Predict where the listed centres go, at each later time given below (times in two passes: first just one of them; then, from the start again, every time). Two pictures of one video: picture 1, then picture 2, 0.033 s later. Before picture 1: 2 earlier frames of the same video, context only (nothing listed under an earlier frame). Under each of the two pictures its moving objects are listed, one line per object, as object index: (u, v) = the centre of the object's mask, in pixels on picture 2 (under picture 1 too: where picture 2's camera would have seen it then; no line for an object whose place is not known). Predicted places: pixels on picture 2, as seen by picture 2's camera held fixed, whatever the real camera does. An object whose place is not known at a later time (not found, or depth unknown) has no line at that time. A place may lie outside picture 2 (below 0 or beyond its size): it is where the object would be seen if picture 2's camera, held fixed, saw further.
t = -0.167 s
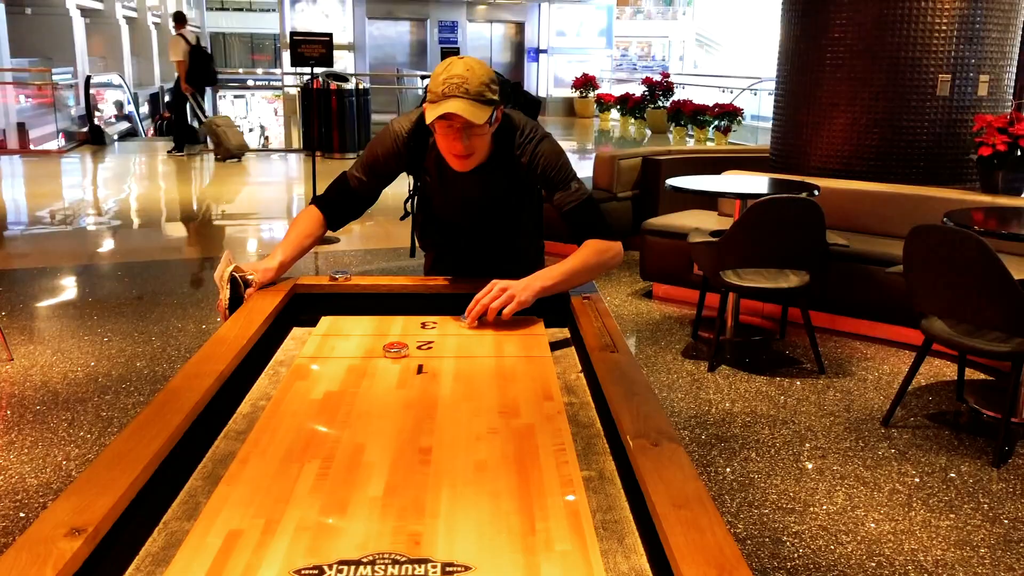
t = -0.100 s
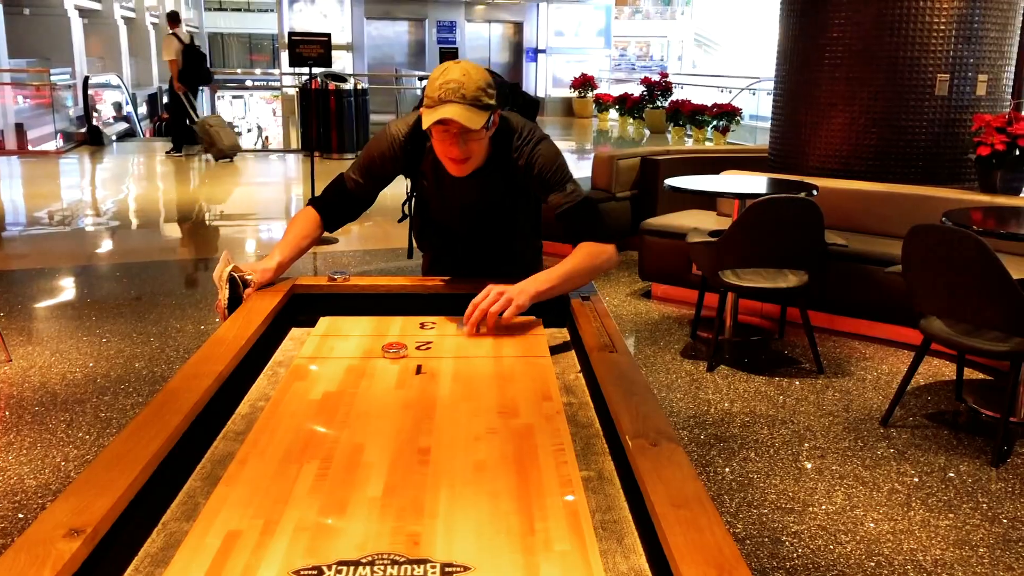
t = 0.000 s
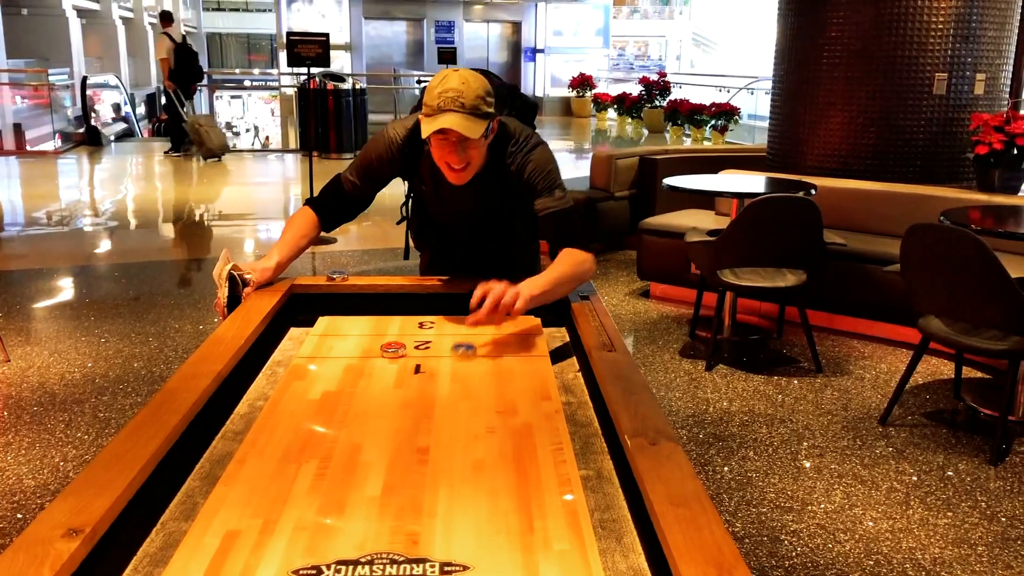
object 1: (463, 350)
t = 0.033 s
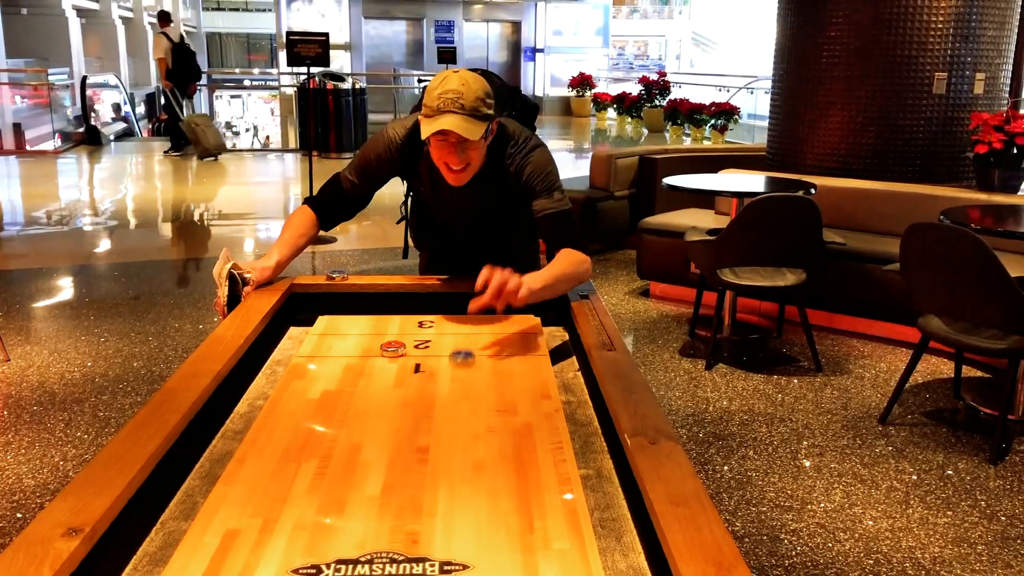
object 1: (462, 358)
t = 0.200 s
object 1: (455, 407)
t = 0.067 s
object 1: (461, 368)
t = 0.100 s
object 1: (460, 377)
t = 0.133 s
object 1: (459, 387)
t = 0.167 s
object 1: (457, 397)
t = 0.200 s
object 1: (455, 407)
